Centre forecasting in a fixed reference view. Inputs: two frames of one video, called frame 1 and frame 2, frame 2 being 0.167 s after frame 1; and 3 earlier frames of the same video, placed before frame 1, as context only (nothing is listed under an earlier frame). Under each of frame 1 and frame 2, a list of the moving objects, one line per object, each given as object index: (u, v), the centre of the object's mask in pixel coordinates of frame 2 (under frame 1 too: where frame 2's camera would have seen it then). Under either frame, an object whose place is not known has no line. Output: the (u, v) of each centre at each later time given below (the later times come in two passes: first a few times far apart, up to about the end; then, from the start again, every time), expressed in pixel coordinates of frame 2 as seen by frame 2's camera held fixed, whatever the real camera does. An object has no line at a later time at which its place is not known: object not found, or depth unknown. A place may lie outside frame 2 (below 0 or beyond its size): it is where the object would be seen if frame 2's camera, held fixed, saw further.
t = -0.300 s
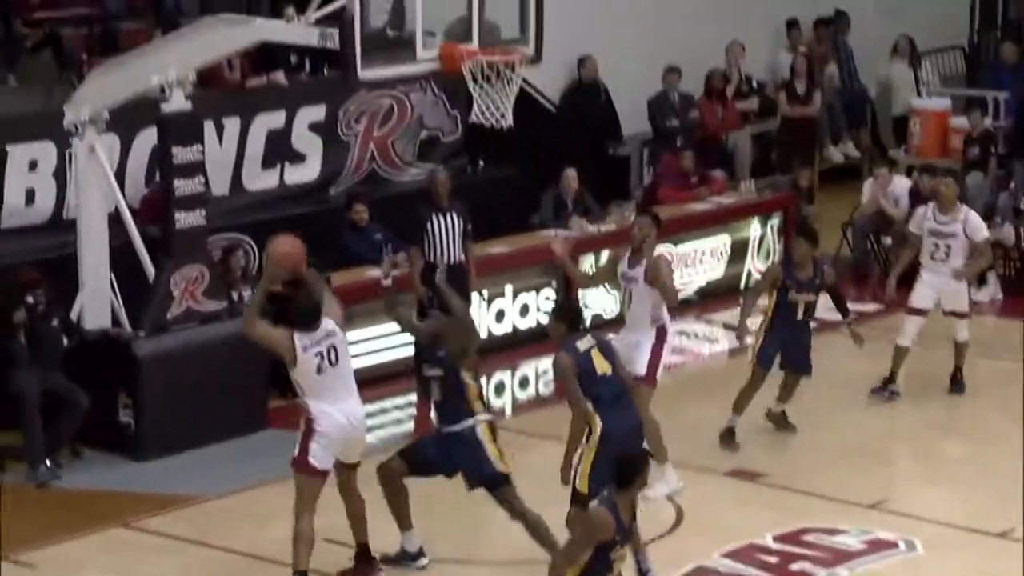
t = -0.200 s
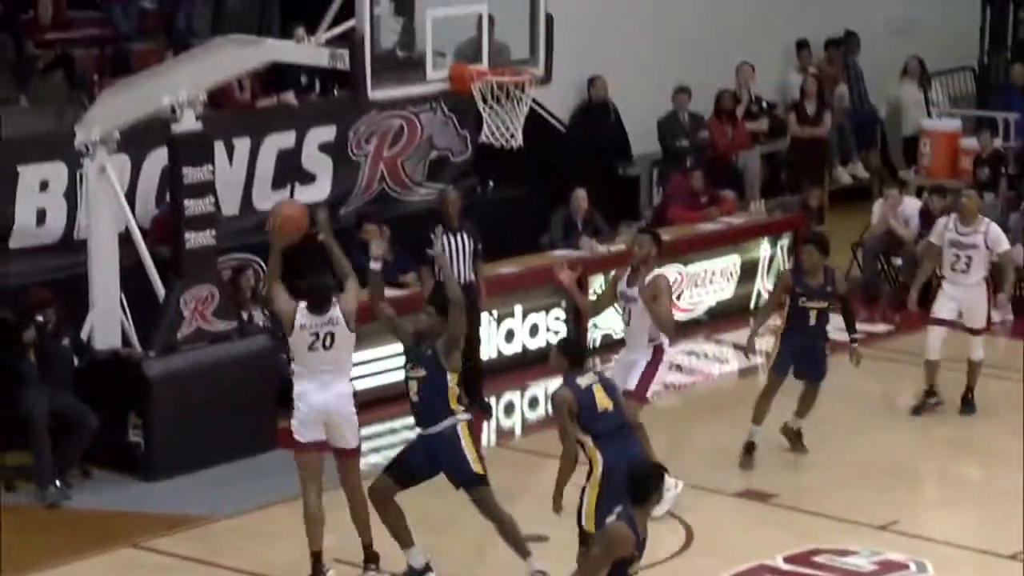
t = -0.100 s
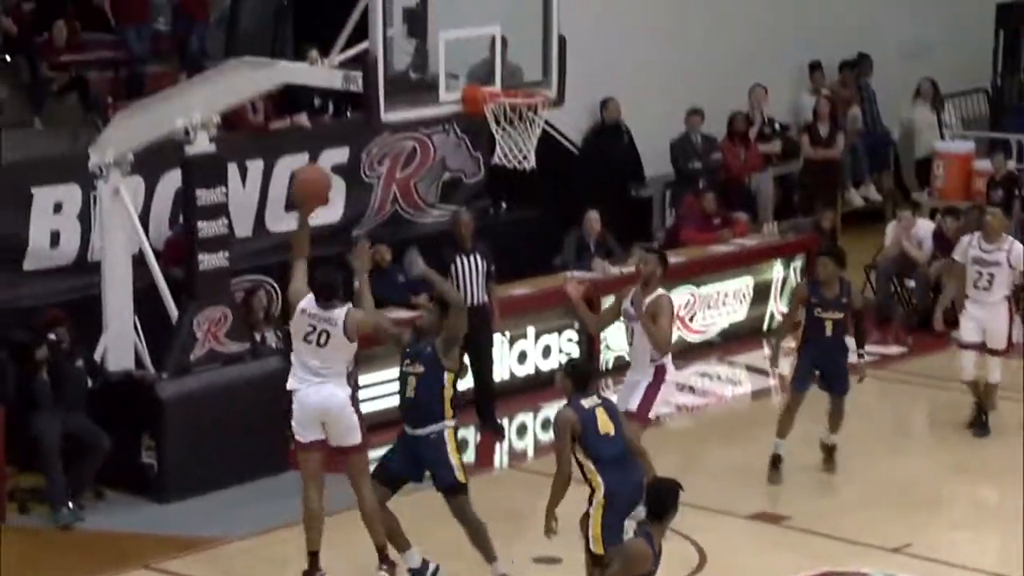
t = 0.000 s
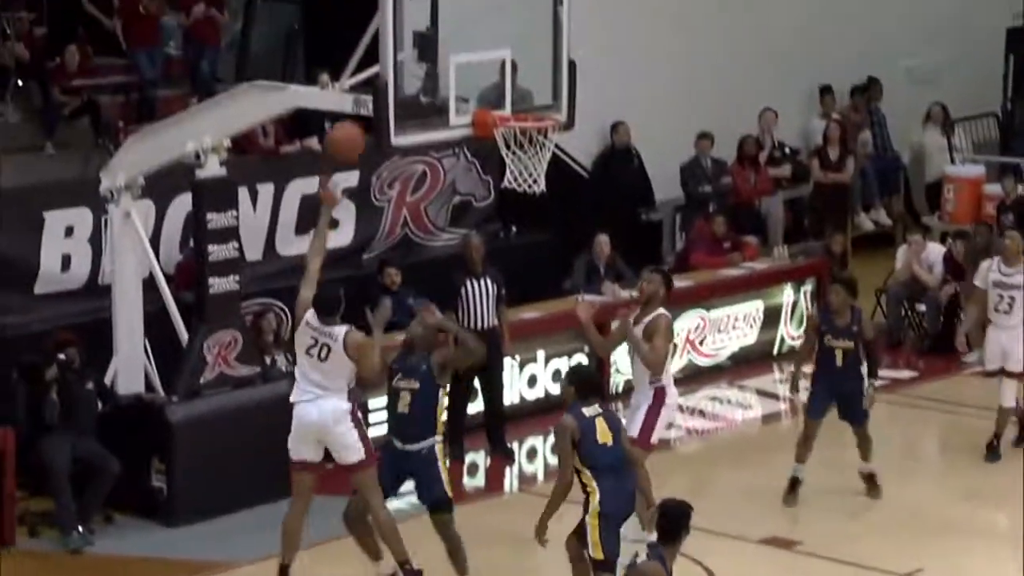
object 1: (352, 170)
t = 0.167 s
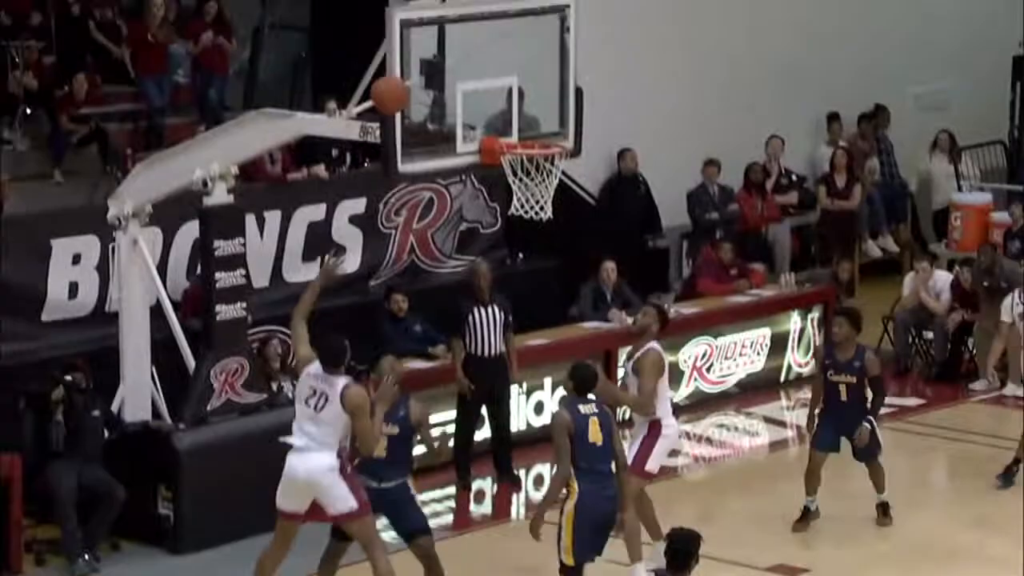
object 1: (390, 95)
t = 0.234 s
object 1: (404, 78)
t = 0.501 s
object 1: (495, 110)
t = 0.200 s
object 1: (397, 85)
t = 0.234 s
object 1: (404, 78)
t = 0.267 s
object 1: (413, 75)
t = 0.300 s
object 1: (425, 74)
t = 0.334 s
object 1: (437, 76)
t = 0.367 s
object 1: (449, 79)
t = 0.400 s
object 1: (460, 84)
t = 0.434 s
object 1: (472, 91)
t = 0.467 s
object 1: (484, 100)
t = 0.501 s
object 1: (495, 110)
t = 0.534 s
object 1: (507, 121)
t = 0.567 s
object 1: (518, 134)
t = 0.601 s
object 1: (523, 133)
